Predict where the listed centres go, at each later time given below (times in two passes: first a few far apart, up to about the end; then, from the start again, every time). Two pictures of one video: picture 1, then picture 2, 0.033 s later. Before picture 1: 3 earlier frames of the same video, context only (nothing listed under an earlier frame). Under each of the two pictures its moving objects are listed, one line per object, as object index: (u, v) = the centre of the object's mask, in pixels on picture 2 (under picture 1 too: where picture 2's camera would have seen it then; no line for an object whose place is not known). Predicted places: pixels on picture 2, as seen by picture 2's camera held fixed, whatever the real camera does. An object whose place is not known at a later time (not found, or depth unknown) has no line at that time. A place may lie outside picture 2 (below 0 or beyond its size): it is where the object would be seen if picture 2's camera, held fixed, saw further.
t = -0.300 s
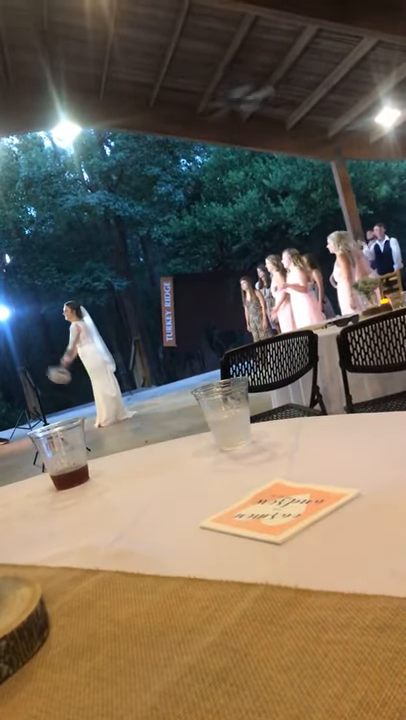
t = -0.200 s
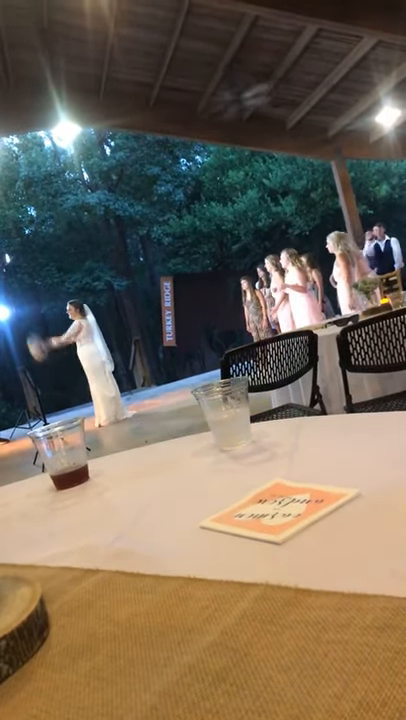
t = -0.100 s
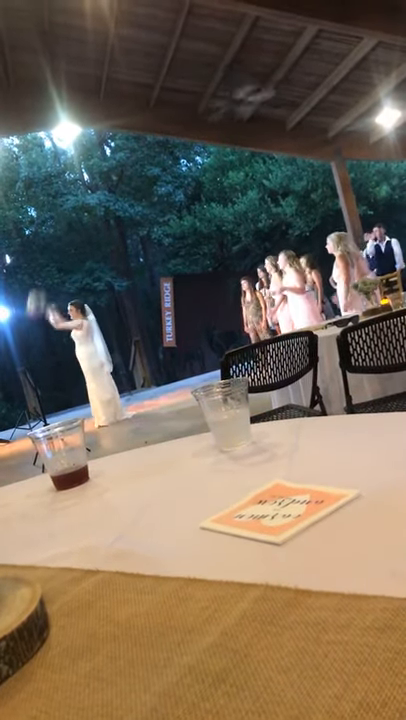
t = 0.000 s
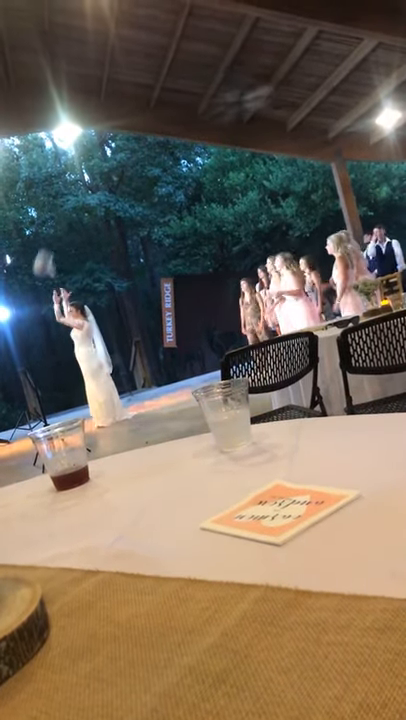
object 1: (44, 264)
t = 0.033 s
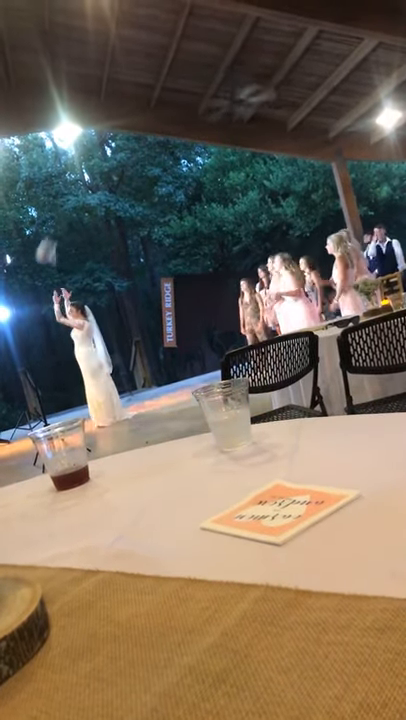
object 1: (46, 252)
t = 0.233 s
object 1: (67, 198)
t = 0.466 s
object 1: (98, 175)
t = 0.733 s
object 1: (146, 194)
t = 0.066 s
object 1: (49, 241)
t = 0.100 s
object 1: (52, 230)
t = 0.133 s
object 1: (56, 221)
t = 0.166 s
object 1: (59, 213)
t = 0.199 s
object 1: (62, 205)
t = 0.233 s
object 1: (67, 198)
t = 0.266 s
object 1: (71, 193)
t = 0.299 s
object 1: (74, 188)
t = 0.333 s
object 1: (79, 183)
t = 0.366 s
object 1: (84, 179)
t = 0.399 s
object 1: (89, 177)
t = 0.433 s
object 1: (93, 176)
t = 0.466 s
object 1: (98, 175)
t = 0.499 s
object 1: (103, 175)
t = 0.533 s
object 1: (110, 174)
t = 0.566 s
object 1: (115, 176)
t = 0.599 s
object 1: (120, 179)
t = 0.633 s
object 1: (126, 181)
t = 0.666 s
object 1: (132, 185)
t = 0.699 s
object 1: (139, 189)
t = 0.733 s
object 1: (146, 194)
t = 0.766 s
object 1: (152, 200)
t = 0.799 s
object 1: (159, 207)
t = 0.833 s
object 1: (166, 214)
